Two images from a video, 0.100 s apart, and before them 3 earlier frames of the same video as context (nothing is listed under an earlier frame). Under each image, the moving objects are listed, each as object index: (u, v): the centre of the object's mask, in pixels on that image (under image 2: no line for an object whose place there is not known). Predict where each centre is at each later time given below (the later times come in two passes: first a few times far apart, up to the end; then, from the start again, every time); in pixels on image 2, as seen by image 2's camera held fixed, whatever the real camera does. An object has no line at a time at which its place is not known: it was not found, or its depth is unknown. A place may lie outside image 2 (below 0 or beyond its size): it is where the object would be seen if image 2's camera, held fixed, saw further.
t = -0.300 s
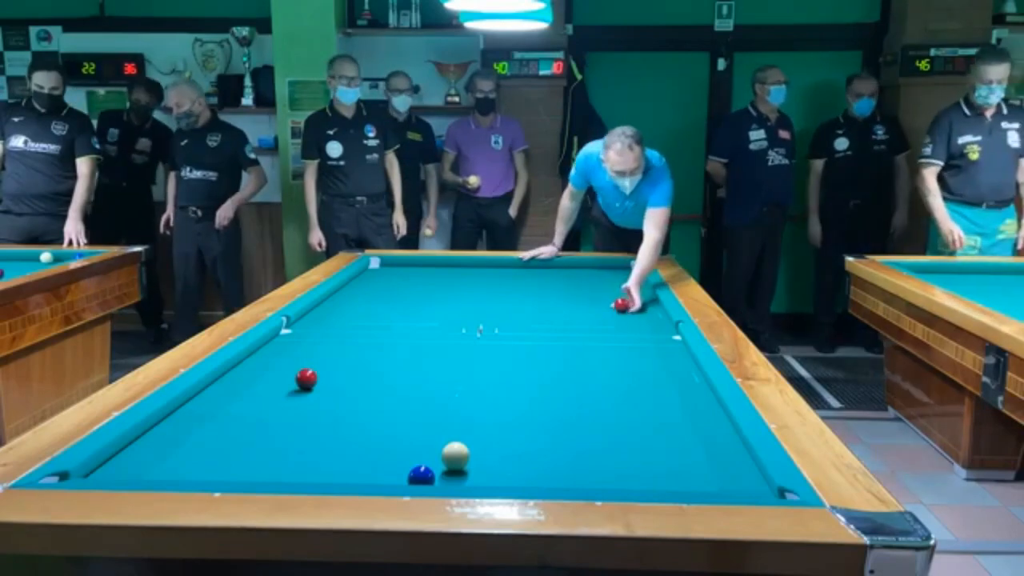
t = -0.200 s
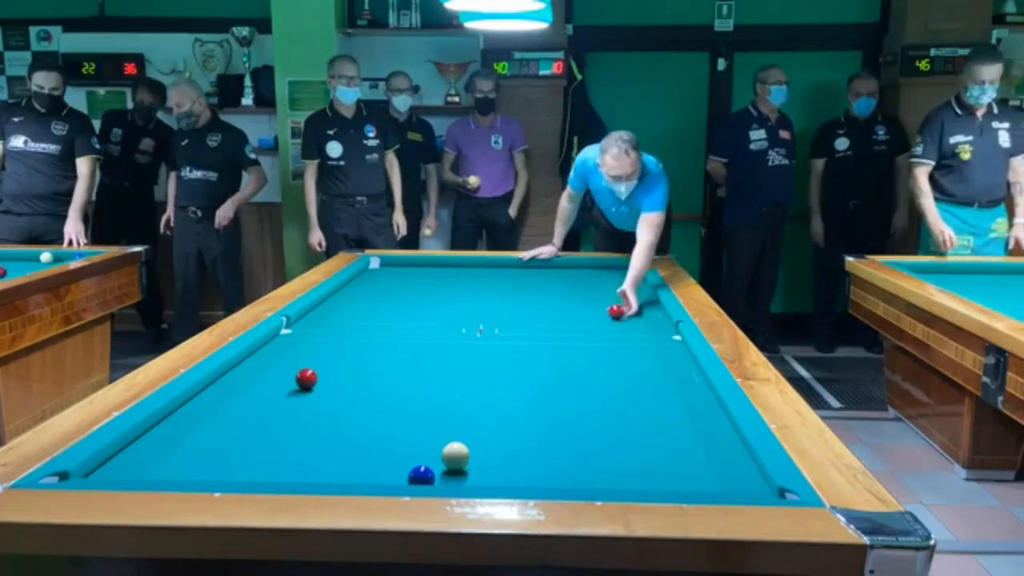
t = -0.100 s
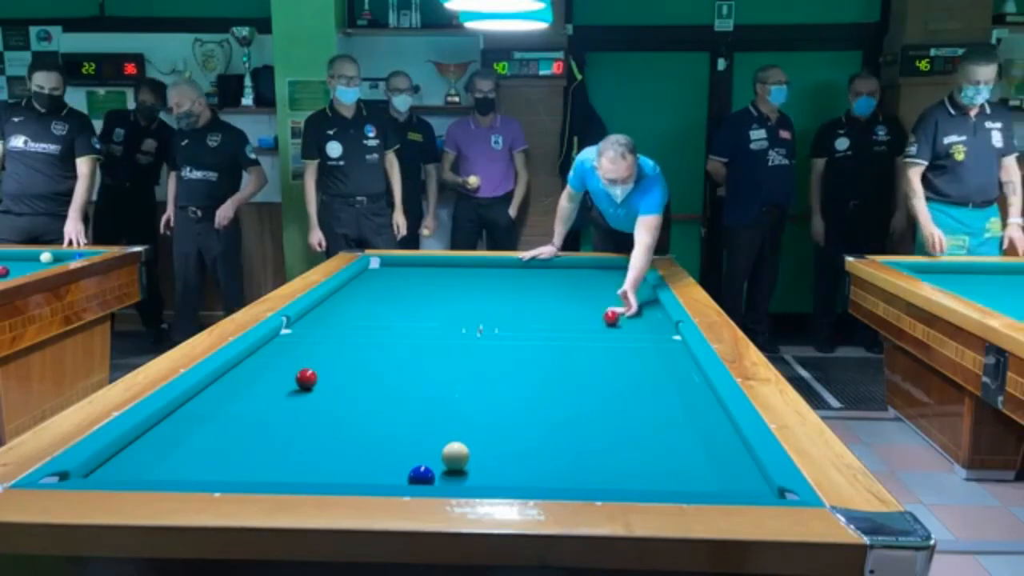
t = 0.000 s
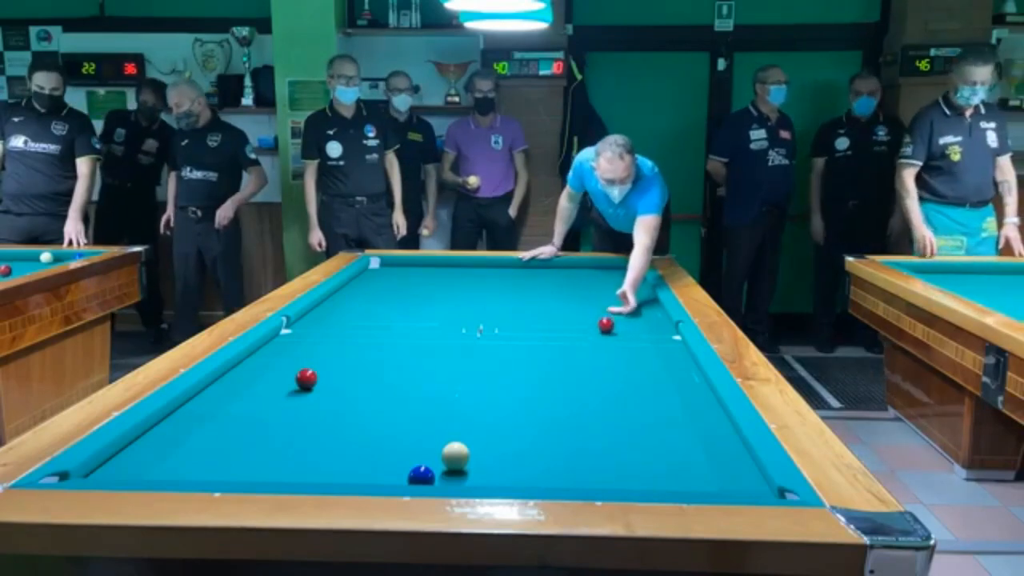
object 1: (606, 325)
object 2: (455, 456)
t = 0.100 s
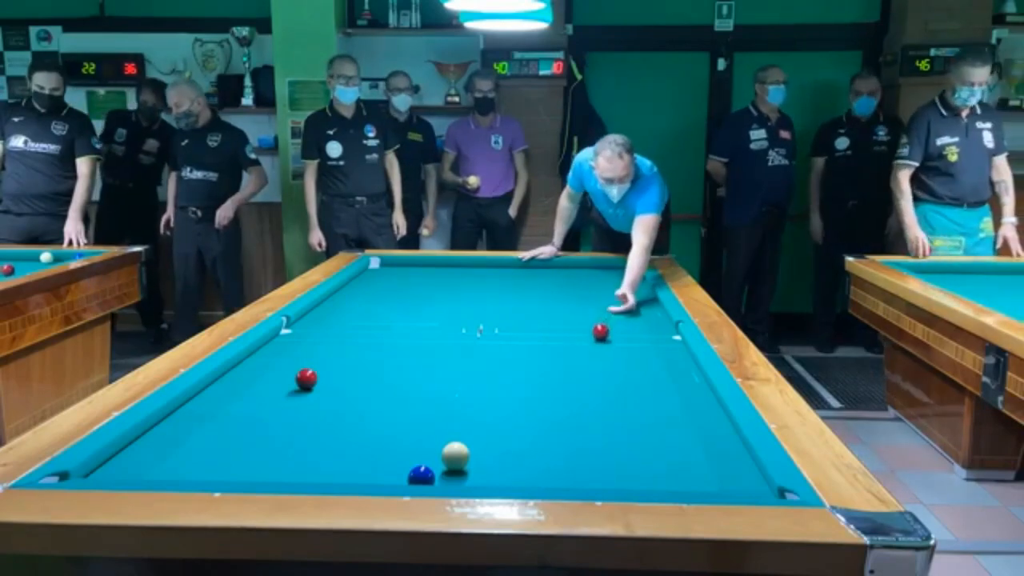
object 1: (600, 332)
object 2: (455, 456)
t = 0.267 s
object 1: (590, 345)
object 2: (455, 456)
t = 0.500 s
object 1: (574, 367)
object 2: (455, 456)
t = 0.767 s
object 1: (551, 396)
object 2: (455, 456)
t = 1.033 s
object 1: (522, 434)
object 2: (455, 456)
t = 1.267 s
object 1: (490, 473)
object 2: (455, 456)
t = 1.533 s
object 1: (472, 465)
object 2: (452, 454)
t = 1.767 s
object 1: (486, 456)
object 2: (431, 440)
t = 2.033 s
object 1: (500, 445)
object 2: (410, 426)
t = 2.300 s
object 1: (513, 436)
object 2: (392, 414)
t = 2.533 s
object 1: (523, 428)
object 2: (378, 405)
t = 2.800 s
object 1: (533, 421)
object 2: (363, 396)
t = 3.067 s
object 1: (542, 414)
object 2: (350, 387)
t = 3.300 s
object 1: (549, 408)
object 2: (340, 380)
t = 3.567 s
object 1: (556, 402)
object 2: (329, 373)
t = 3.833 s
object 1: (563, 397)
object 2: (321, 365)
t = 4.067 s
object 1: (569, 393)
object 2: (312, 360)
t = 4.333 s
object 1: (574, 389)
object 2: (304, 355)
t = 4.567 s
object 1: (578, 386)
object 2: (298, 351)
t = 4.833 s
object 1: (583, 382)
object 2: (291, 346)
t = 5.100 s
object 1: (587, 379)
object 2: (285, 342)
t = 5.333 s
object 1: (590, 377)
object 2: (280, 338)
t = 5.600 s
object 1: (593, 374)
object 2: (282, 334)
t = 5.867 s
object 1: (596, 372)
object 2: (290, 332)
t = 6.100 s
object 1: (597, 370)
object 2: (297, 330)
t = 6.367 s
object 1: (600, 368)
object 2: (303, 328)
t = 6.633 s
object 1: (602, 367)
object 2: (309, 326)
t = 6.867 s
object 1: (603, 366)
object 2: (314, 324)
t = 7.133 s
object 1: (605, 365)
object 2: (319, 323)
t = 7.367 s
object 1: (606, 364)
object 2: (322, 322)
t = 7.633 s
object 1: (606, 364)
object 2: (325, 321)
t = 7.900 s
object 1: (607, 364)
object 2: (328, 320)
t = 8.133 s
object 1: (606, 364)
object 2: (330, 319)
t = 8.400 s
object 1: (606, 364)
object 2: (331, 319)
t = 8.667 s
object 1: (607, 364)
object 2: (332, 318)
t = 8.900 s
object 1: (606, 364)
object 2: (333, 318)
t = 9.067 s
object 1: (607, 364)
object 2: (333, 318)
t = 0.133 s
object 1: (598, 335)
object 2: (455, 456)
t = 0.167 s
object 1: (596, 337)
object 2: (455, 456)
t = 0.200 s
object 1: (594, 340)
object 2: (455, 456)
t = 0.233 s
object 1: (592, 342)
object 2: (455, 456)
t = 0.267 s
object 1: (590, 345)
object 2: (455, 456)
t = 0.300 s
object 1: (588, 348)
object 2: (455, 456)
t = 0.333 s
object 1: (586, 351)
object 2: (455, 456)
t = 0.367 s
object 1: (584, 354)
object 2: (455, 456)
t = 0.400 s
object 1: (582, 357)
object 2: (455, 456)
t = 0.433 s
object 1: (579, 360)
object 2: (455, 456)
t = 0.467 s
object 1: (576, 364)
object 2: (455, 456)
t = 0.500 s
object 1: (574, 367)
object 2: (455, 456)
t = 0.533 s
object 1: (571, 370)
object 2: (455, 456)
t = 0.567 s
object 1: (569, 373)
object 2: (455, 456)
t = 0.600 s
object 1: (566, 377)
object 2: (455, 456)
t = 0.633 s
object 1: (563, 381)
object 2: (455, 456)
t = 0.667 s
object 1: (560, 384)
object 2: (455, 456)
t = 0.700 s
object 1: (557, 388)
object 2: (455, 456)
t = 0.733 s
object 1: (554, 392)
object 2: (455, 456)
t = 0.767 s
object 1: (551, 396)
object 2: (455, 456)
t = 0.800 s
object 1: (548, 400)
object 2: (455, 456)
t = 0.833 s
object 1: (545, 405)
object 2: (455, 456)
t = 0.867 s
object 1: (541, 410)
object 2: (455, 456)
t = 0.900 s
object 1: (538, 414)
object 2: (455, 456)
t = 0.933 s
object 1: (534, 419)
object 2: (455, 456)
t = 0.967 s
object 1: (530, 424)
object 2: (455, 456)
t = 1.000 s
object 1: (526, 429)
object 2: (455, 456)
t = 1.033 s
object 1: (522, 434)
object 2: (455, 456)
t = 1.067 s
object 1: (518, 440)
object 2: (455, 456)
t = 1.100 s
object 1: (514, 446)
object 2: (455, 456)
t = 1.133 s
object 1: (509, 451)
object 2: (455, 456)
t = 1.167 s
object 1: (505, 457)
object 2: (455, 456)
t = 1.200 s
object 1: (500, 463)
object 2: (455, 456)
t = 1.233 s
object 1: (495, 470)
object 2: (455, 456)
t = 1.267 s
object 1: (490, 473)
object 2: (455, 456)
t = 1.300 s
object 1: (485, 477)
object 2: (455, 456)
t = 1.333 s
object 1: (479, 480)
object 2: (455, 456)
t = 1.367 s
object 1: (476, 480)
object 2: (455, 456)
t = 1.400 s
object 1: (475, 477)
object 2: (455, 456)
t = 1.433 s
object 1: (474, 474)
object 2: (455, 455)
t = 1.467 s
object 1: (472, 471)
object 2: (454, 455)
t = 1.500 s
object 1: (471, 468)
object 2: (454, 455)
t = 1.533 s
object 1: (472, 465)
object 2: (452, 454)
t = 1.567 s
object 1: (474, 464)
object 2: (449, 452)
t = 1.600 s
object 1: (477, 463)
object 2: (446, 450)
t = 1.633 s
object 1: (478, 462)
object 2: (442, 447)
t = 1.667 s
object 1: (480, 460)
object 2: (439, 445)
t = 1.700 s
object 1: (482, 458)
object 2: (436, 443)
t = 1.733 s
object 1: (484, 457)
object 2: (433, 442)
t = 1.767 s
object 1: (486, 456)
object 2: (431, 440)
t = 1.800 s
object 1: (488, 454)
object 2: (428, 438)
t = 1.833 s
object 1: (490, 453)
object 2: (425, 437)
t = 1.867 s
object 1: (492, 452)
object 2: (423, 435)
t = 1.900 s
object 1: (494, 450)
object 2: (420, 433)
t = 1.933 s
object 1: (495, 449)
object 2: (418, 431)
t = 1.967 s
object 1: (497, 448)
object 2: (415, 429)
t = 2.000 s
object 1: (499, 447)
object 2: (413, 428)
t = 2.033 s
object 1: (500, 445)
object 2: (410, 426)
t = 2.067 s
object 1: (502, 444)
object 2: (408, 425)
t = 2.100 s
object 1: (504, 443)
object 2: (406, 423)
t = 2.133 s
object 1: (505, 442)
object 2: (403, 422)
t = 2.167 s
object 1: (507, 440)
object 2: (401, 420)
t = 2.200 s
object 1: (508, 440)
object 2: (399, 419)
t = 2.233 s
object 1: (510, 438)
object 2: (397, 417)
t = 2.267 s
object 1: (511, 437)
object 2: (394, 416)
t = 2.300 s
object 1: (513, 436)
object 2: (392, 414)
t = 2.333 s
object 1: (515, 435)
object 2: (390, 413)
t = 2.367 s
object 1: (516, 433)
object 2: (388, 412)
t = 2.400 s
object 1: (517, 433)
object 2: (386, 410)
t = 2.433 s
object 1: (519, 432)
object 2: (384, 409)
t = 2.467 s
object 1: (520, 430)
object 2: (382, 408)
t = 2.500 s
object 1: (521, 429)
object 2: (380, 407)
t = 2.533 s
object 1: (523, 428)
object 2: (378, 405)
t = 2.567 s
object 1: (524, 428)
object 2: (376, 404)
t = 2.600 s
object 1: (525, 427)
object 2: (374, 403)
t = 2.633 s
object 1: (527, 426)
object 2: (372, 401)
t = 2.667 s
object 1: (528, 425)
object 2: (371, 400)
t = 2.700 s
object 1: (529, 424)
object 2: (369, 399)
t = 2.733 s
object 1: (531, 423)
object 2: (367, 398)
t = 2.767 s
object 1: (532, 422)
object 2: (365, 397)
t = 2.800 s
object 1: (533, 421)
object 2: (363, 396)
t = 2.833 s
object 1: (534, 420)
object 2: (362, 395)
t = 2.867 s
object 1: (535, 419)
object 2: (360, 393)
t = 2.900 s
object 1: (537, 418)
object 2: (358, 392)
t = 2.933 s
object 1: (538, 417)
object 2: (357, 391)
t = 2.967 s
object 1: (539, 416)
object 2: (355, 390)
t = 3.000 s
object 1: (540, 415)
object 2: (353, 389)
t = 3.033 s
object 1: (541, 414)
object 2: (352, 388)
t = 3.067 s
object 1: (542, 414)
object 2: (350, 387)
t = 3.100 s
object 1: (543, 413)
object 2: (349, 386)
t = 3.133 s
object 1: (544, 412)
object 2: (347, 385)
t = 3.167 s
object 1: (545, 411)
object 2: (346, 384)
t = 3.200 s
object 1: (546, 410)
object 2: (344, 383)
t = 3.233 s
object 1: (547, 409)
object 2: (343, 382)
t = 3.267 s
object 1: (549, 409)
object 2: (341, 381)
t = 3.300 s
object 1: (549, 408)
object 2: (340, 380)
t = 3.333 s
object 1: (550, 407)
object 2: (339, 379)
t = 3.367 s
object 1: (551, 407)
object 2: (337, 378)
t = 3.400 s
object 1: (552, 406)
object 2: (336, 377)
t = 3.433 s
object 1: (553, 405)
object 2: (334, 376)
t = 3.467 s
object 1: (554, 404)
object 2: (333, 375)
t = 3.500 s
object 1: (555, 404)
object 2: (332, 374)
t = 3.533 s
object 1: (556, 403)
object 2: (331, 373)
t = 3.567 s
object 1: (556, 402)
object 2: (329, 373)
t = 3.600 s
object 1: (557, 401)
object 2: (328, 372)
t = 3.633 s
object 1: (558, 401)
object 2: (327, 371)
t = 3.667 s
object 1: (559, 400)
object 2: (326, 370)
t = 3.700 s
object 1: (560, 400)
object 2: (325, 369)
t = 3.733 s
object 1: (561, 399)
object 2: (324, 368)
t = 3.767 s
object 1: (562, 398)
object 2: (323, 367)
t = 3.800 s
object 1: (562, 398)
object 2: (322, 366)
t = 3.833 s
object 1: (563, 397)
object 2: (321, 365)
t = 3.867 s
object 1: (564, 396)
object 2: (319, 365)
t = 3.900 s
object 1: (565, 396)
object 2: (318, 364)
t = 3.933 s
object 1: (566, 395)
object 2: (317, 363)
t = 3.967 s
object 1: (566, 395)
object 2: (316, 362)
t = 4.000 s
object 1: (567, 394)
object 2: (315, 361)
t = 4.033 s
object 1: (568, 394)
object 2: (313, 360)
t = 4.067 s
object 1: (569, 393)
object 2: (312, 360)
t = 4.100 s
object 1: (569, 393)
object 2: (311, 359)
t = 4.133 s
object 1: (570, 392)
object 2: (310, 358)
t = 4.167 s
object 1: (571, 391)
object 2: (309, 358)
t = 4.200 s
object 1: (572, 391)
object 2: (308, 357)
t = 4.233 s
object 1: (572, 390)
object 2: (307, 357)
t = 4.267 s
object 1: (573, 390)
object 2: (306, 356)
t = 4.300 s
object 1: (574, 389)
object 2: (305, 355)
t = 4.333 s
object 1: (574, 389)
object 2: (304, 355)
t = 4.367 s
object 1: (575, 388)
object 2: (303, 354)
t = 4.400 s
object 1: (576, 388)
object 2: (302, 354)
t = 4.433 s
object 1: (576, 387)
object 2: (301, 353)
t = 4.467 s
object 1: (577, 387)
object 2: (300, 353)
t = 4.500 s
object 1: (577, 386)
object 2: (299, 351)
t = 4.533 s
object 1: (578, 386)
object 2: (298, 351)
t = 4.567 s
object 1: (578, 386)
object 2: (298, 351)
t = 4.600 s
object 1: (579, 385)
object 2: (297, 350)
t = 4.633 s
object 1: (580, 385)
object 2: (296, 349)
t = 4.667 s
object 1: (581, 384)
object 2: (295, 349)
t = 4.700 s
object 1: (581, 384)
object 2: (294, 348)
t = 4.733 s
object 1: (582, 383)
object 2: (293, 348)
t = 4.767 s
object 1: (582, 383)
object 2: (292, 347)
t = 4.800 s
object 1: (583, 383)
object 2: (291, 346)
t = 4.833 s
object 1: (583, 382)
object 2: (291, 346)
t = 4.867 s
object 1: (584, 382)
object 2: (290, 345)
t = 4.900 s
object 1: (584, 381)
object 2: (289, 345)
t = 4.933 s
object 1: (584, 381)
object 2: (288, 344)
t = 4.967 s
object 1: (585, 380)
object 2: (288, 344)
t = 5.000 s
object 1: (585, 380)
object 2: (287, 343)
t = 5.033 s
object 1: (586, 380)
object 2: (286, 343)
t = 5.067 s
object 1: (586, 379)
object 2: (285, 342)
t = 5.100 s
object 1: (587, 379)
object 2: (285, 342)
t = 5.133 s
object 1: (587, 379)
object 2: (284, 341)
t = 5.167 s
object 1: (588, 378)
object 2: (283, 341)
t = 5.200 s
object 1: (588, 378)
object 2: (282, 340)
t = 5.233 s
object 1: (589, 377)
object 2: (282, 340)
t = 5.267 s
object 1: (589, 377)
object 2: (281, 339)
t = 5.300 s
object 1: (589, 377)
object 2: (280, 339)
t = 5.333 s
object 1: (590, 377)
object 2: (280, 338)
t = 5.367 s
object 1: (590, 376)
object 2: (279, 338)
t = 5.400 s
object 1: (591, 376)
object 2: (278, 337)
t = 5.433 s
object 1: (591, 376)
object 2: (278, 337)
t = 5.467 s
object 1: (592, 375)
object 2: (278, 336)
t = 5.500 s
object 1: (592, 375)
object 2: (279, 336)
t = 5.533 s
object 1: (592, 374)
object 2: (280, 335)
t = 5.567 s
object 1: (593, 374)
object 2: (281, 335)
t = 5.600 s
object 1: (593, 374)
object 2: (282, 334)
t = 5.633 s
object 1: (593, 374)
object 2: (283, 334)
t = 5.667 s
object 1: (593, 374)
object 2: (284, 334)
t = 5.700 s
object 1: (594, 373)
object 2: (285, 333)
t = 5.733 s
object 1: (594, 373)
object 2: (286, 333)
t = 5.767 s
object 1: (594, 373)
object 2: (287, 333)
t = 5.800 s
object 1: (595, 372)
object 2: (288, 332)
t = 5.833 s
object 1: (595, 372)
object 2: (289, 332)
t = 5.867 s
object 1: (596, 372)
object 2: (290, 332)
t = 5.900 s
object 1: (596, 372)
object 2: (291, 332)
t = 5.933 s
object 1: (596, 371)
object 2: (292, 331)
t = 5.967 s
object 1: (596, 371)
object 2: (293, 331)
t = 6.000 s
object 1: (597, 371)
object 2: (294, 331)
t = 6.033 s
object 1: (597, 371)
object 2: (295, 330)
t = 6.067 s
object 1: (597, 370)
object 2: (296, 330)
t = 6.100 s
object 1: (597, 370)
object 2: (297, 330)
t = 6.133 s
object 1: (598, 370)
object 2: (298, 330)
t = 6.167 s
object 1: (598, 370)
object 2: (298, 329)
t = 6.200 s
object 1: (598, 369)
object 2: (299, 329)
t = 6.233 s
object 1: (599, 369)
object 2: (300, 329)
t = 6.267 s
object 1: (599, 369)
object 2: (301, 329)
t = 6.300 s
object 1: (599, 369)
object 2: (301, 328)
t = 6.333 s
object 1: (600, 368)
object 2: (302, 328)
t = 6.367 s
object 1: (600, 368)
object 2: (303, 328)
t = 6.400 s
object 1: (600, 368)
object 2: (304, 328)
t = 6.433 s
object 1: (600, 368)
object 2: (304, 327)
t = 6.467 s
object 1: (601, 368)
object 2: (305, 327)
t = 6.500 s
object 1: (601, 368)
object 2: (306, 327)
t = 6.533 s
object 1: (601, 367)
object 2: (307, 326)
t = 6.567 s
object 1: (601, 367)
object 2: (308, 326)
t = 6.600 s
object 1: (602, 367)
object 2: (308, 326)
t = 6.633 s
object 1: (602, 367)
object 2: (309, 326)
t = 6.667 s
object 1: (602, 367)
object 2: (310, 325)
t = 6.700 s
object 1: (602, 366)
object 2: (311, 325)
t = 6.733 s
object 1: (602, 367)
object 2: (311, 325)
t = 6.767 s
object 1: (603, 366)
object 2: (312, 325)
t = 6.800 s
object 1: (603, 366)
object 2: (312, 325)
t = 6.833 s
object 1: (603, 366)
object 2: (313, 325)
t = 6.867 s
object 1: (603, 366)
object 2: (314, 324)
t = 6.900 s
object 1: (603, 366)
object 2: (314, 324)
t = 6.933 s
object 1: (604, 365)
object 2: (315, 324)
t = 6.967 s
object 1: (604, 366)
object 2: (316, 324)
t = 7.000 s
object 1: (604, 365)
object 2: (316, 324)
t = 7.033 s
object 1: (604, 366)
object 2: (317, 323)
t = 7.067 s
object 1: (604, 365)
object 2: (317, 323)
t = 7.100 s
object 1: (605, 365)
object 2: (318, 323)
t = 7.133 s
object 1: (605, 365)
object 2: (319, 323)
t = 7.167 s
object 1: (605, 365)
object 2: (319, 323)
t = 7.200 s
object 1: (605, 365)
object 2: (319, 322)
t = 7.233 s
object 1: (605, 365)
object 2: (320, 322)
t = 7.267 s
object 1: (605, 365)
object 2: (321, 322)
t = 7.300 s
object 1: (605, 364)
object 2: (321, 322)
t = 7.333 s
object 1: (605, 364)
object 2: (321, 322)
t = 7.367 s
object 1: (606, 364)
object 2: (322, 322)
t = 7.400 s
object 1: (606, 364)
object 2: (322, 322)
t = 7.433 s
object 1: (606, 364)
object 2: (323, 321)
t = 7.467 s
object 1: (606, 364)
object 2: (323, 321)
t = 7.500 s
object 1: (606, 364)
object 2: (323, 321)
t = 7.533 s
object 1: (606, 364)
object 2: (324, 321)
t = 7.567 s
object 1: (606, 364)
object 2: (324, 321)
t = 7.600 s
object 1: (606, 364)
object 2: (325, 321)
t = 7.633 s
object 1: (606, 364)
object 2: (325, 321)
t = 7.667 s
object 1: (606, 364)
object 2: (325, 321)
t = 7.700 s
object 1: (606, 364)
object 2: (326, 321)
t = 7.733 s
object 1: (606, 364)
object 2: (326, 321)
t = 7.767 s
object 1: (607, 364)
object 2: (326, 320)
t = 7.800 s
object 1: (607, 364)
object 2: (327, 320)
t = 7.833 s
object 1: (606, 364)
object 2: (327, 320)
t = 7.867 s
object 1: (607, 364)
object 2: (327, 320)
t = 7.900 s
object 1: (607, 364)
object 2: (328, 320)
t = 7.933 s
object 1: (607, 364)
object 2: (328, 320)
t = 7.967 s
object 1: (607, 364)
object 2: (328, 319)
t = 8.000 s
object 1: (607, 364)
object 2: (329, 319)
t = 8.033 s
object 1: (607, 364)
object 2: (329, 319)
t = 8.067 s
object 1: (607, 364)
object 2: (329, 319)
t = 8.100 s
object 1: (607, 364)
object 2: (329, 319)
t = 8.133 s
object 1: (606, 364)
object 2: (330, 319)
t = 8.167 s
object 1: (606, 363)
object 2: (330, 319)
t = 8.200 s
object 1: (606, 363)
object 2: (330, 319)
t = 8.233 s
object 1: (606, 363)
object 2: (330, 319)
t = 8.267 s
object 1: (606, 363)
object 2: (331, 319)
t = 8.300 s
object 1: (606, 364)
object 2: (331, 318)
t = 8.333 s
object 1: (606, 364)
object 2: (331, 319)
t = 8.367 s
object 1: (606, 363)
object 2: (331, 318)
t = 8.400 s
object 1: (606, 364)
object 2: (331, 319)
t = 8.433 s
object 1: (606, 363)
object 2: (331, 318)
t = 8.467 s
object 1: (606, 363)
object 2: (332, 318)
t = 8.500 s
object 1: (606, 363)
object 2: (332, 318)
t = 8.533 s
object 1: (607, 364)
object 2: (332, 318)
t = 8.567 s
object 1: (607, 364)
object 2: (332, 318)
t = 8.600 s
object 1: (607, 364)
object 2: (332, 318)
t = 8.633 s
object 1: (607, 364)
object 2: (332, 318)
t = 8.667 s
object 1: (607, 364)
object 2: (332, 318)
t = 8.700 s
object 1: (607, 364)
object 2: (333, 318)
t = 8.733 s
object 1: (607, 364)
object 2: (333, 318)
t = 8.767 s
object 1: (607, 364)
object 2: (333, 318)
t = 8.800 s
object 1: (607, 364)
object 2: (333, 318)
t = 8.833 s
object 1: (606, 364)
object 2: (333, 318)
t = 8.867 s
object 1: (606, 364)
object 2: (333, 318)
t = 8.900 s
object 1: (606, 364)
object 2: (333, 318)
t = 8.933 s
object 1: (606, 364)
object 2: (333, 318)
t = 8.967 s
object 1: (607, 364)
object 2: (333, 318)
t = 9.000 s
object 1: (607, 364)
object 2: (333, 318)
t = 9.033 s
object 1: (607, 364)
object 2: (333, 318)
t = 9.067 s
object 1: (607, 364)
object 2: (333, 318)
